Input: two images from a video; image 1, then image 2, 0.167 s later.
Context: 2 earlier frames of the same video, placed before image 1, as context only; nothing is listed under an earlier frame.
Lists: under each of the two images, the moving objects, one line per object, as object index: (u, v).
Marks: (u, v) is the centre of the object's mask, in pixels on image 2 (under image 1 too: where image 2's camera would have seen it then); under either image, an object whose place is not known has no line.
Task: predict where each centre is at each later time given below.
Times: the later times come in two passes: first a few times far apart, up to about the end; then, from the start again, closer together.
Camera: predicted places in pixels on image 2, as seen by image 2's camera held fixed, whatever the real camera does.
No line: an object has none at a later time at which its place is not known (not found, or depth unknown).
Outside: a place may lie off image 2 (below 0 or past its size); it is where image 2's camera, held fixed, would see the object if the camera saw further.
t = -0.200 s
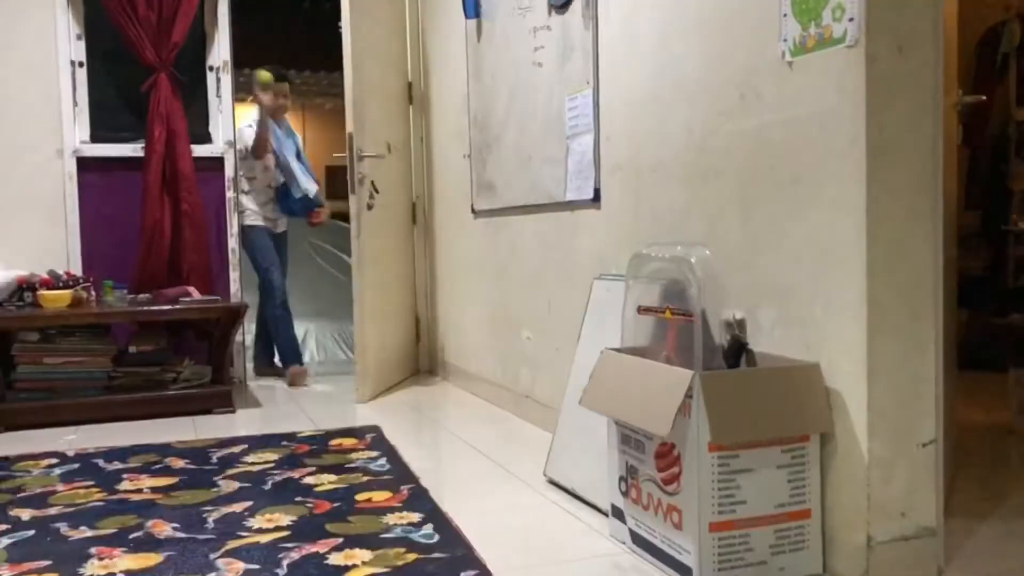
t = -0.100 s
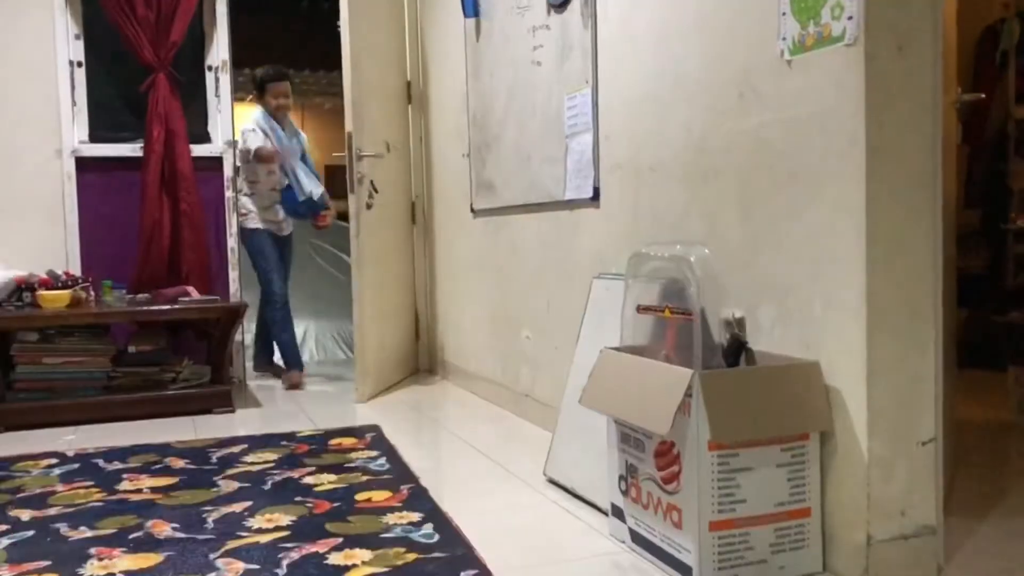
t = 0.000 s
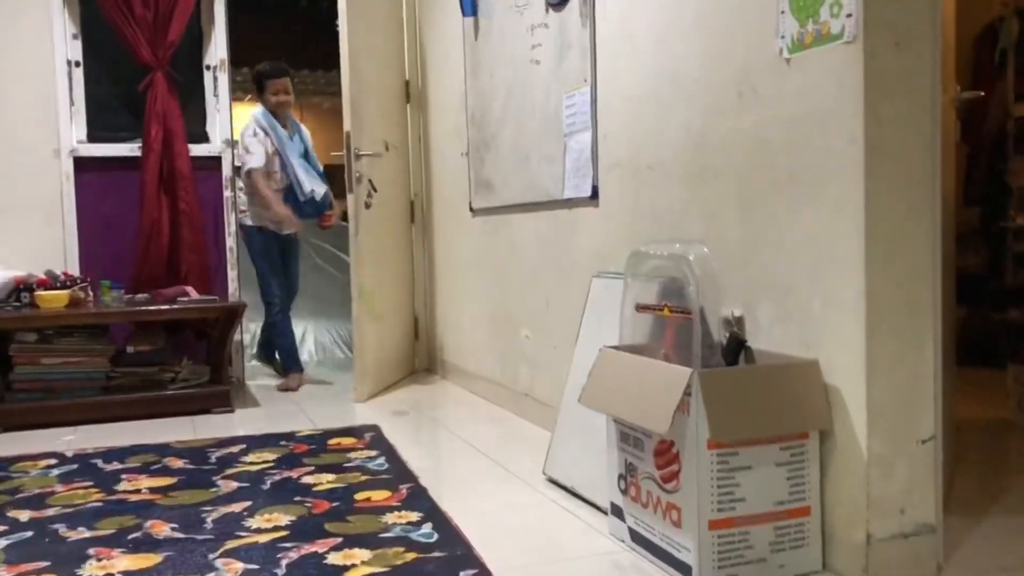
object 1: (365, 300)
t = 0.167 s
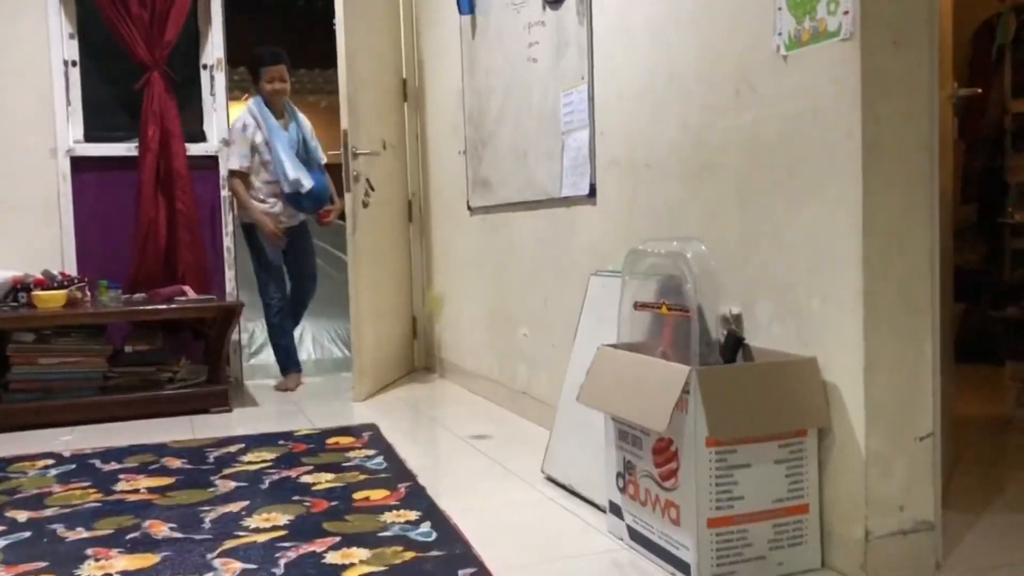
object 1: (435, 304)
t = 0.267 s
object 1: (459, 203)
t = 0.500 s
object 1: (539, 42)
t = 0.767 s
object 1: (682, 102)
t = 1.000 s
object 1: (874, 543)
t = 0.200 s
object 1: (443, 269)
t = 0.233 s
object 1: (451, 235)
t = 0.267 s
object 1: (459, 203)
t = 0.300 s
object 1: (470, 170)
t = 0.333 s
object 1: (479, 142)
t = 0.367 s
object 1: (490, 116)
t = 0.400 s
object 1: (501, 93)
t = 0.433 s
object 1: (513, 72)
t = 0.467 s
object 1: (526, 56)
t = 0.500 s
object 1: (539, 42)
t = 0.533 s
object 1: (554, 33)
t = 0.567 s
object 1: (568, 28)
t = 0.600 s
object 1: (584, 27)
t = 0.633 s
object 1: (600, 30)
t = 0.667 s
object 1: (618, 39)
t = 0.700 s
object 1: (636, 53)
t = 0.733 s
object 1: (656, 72)
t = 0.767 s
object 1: (682, 102)
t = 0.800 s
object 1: (702, 136)
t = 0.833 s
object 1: (725, 177)
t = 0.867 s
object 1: (751, 228)
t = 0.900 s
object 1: (780, 290)
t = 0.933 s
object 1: (808, 358)
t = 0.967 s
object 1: (836, 434)
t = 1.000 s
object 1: (874, 543)
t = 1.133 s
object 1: (1007, 451)
